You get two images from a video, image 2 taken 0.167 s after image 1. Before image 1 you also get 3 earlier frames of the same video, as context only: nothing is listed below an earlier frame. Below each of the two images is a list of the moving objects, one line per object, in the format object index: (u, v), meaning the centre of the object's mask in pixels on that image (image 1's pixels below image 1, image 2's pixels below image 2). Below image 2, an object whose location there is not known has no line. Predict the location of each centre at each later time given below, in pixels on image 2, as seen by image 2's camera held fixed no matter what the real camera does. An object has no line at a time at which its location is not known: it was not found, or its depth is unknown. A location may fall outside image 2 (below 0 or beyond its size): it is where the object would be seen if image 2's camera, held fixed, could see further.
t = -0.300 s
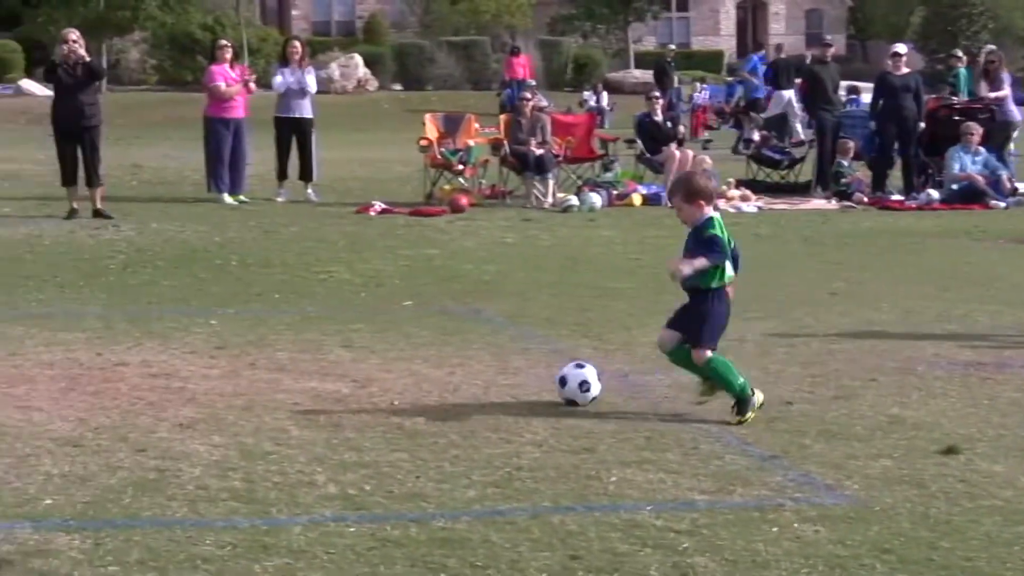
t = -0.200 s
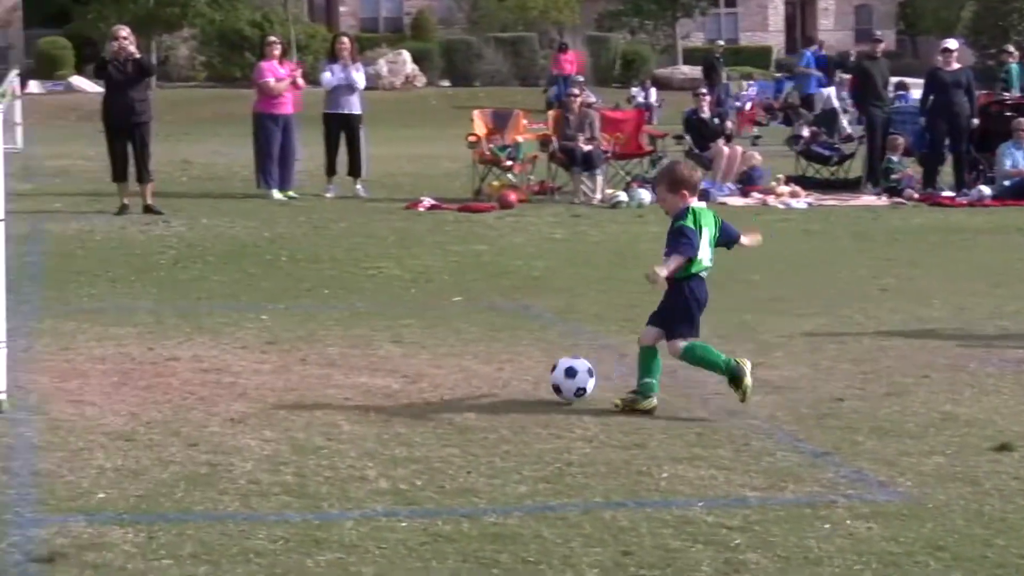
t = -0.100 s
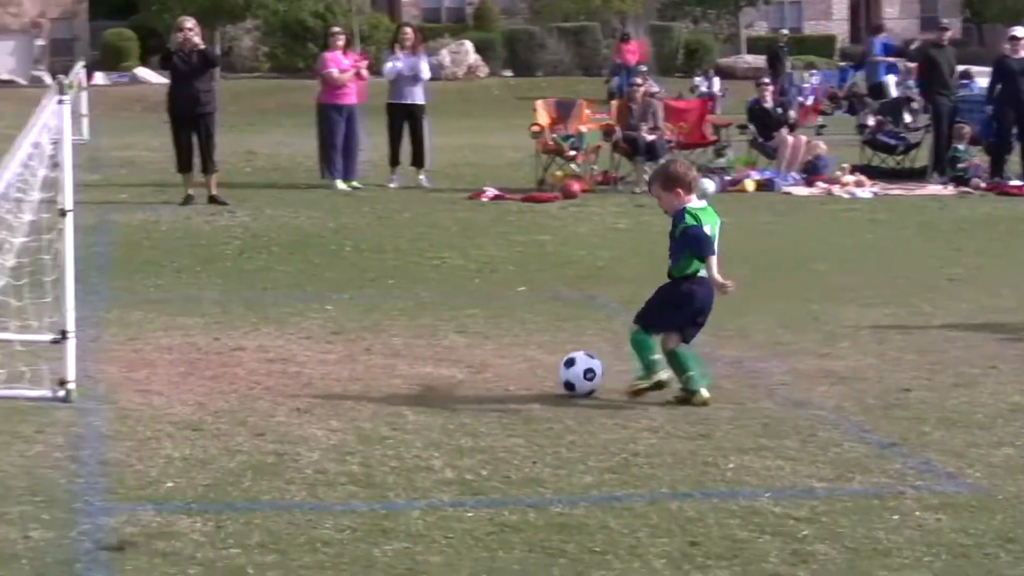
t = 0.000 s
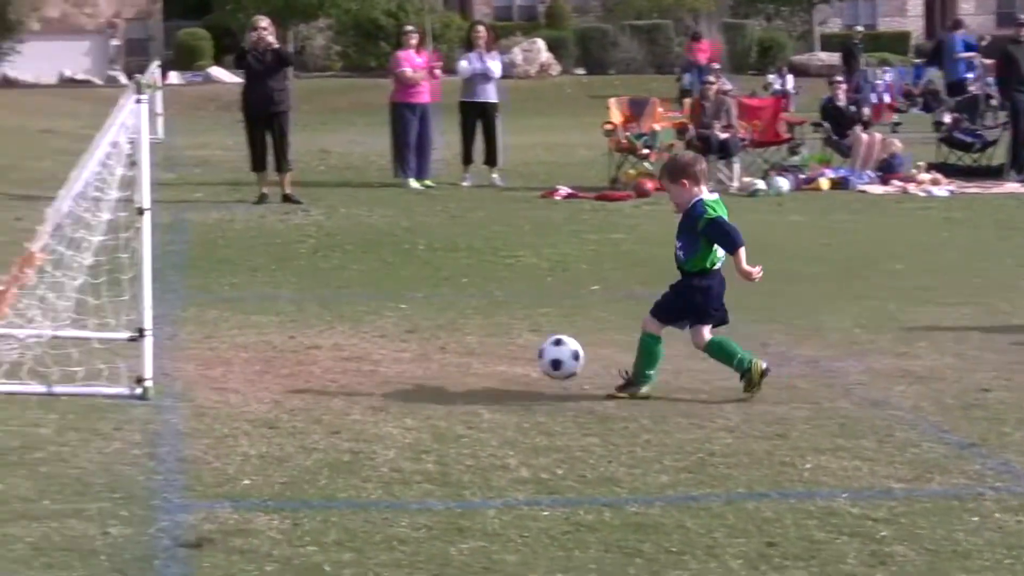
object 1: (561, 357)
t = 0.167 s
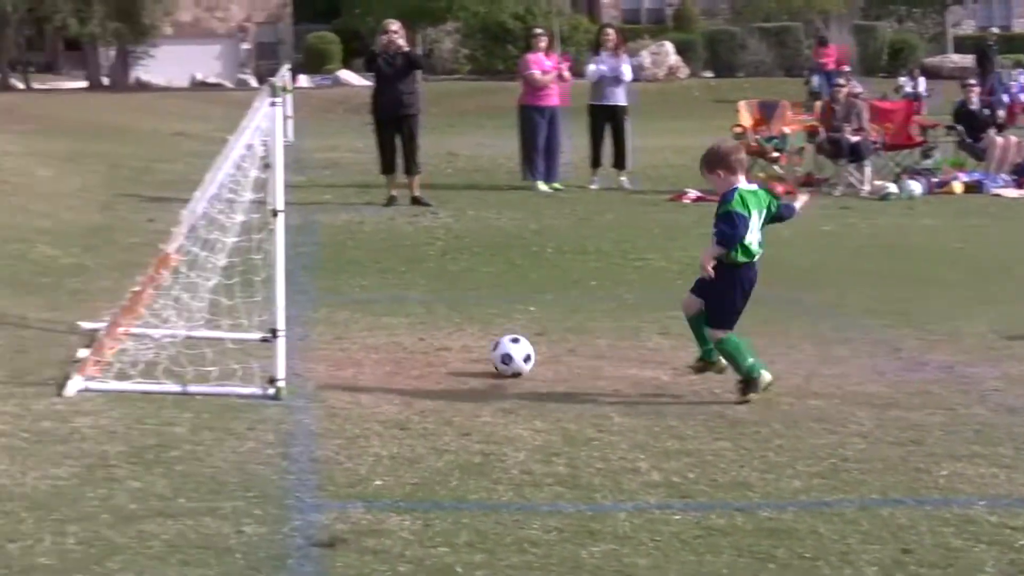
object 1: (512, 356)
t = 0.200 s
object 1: (485, 348)
